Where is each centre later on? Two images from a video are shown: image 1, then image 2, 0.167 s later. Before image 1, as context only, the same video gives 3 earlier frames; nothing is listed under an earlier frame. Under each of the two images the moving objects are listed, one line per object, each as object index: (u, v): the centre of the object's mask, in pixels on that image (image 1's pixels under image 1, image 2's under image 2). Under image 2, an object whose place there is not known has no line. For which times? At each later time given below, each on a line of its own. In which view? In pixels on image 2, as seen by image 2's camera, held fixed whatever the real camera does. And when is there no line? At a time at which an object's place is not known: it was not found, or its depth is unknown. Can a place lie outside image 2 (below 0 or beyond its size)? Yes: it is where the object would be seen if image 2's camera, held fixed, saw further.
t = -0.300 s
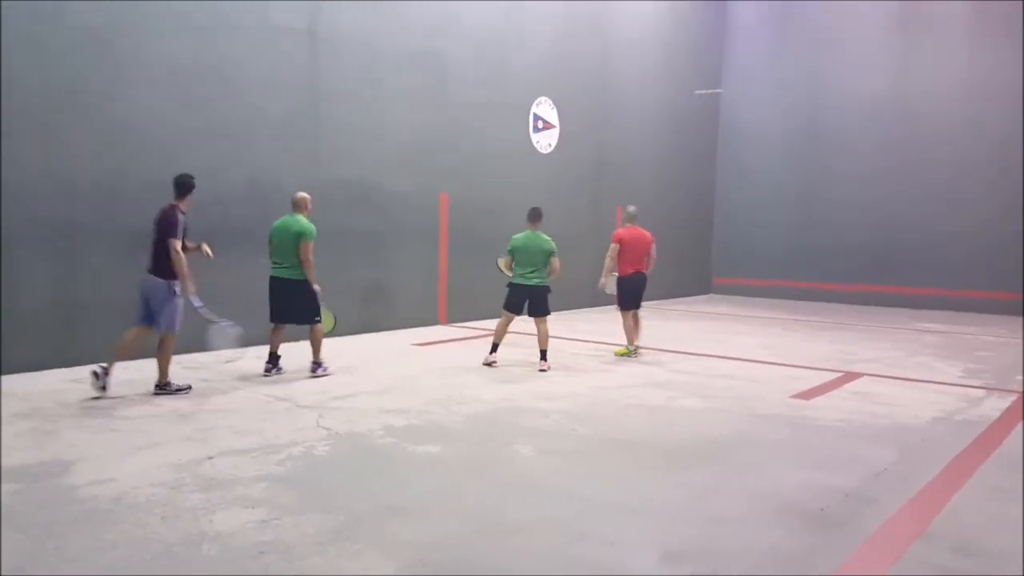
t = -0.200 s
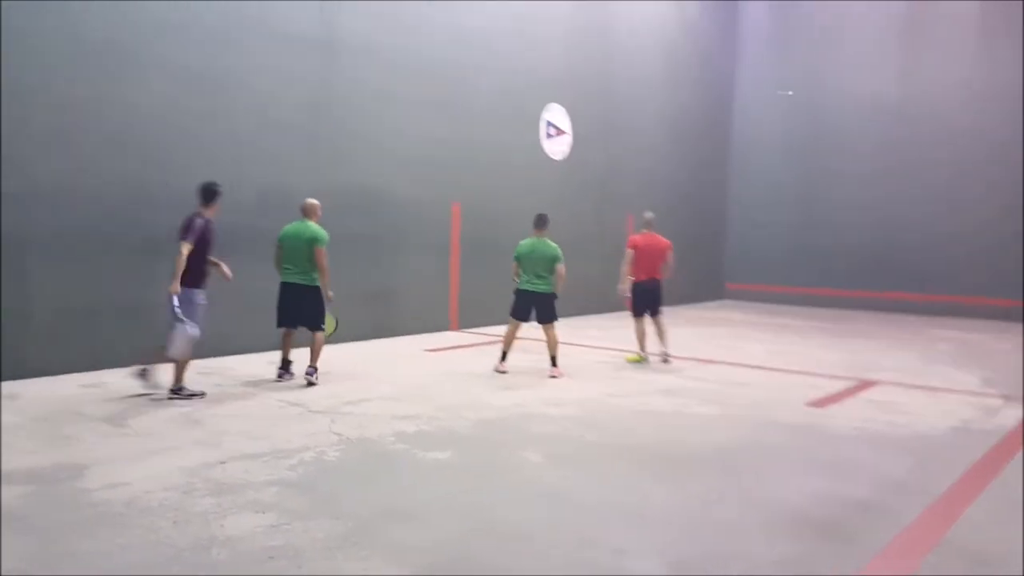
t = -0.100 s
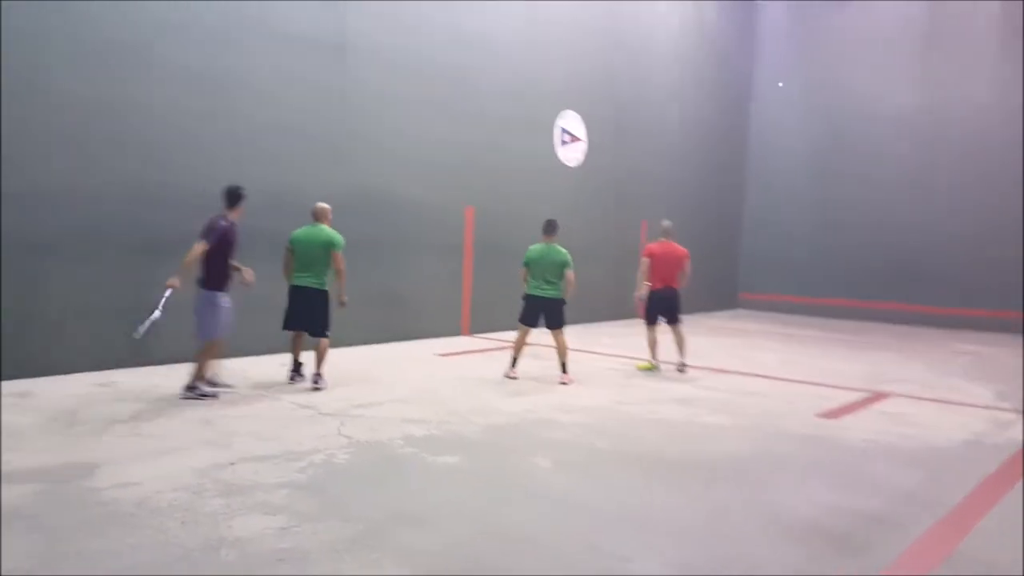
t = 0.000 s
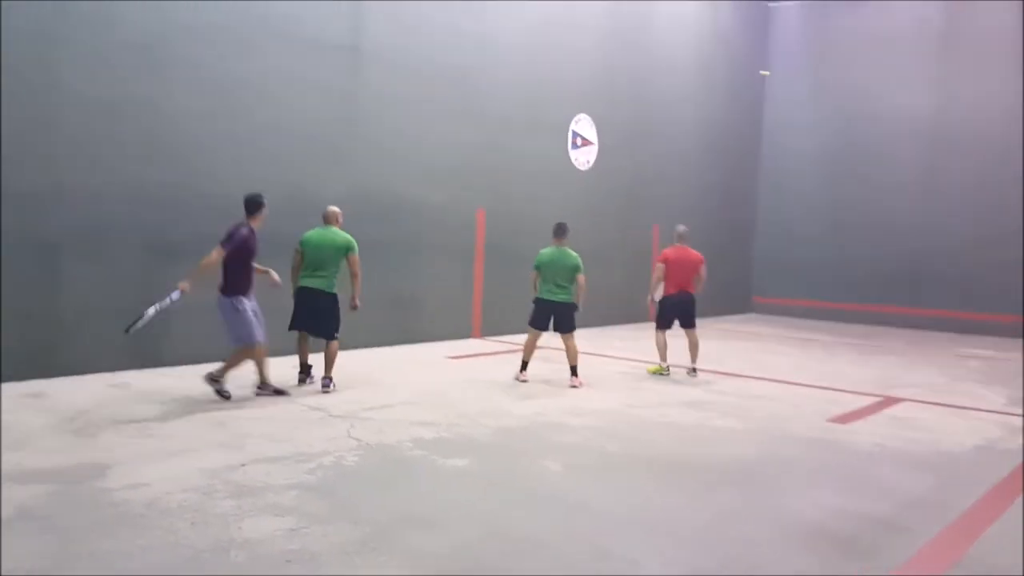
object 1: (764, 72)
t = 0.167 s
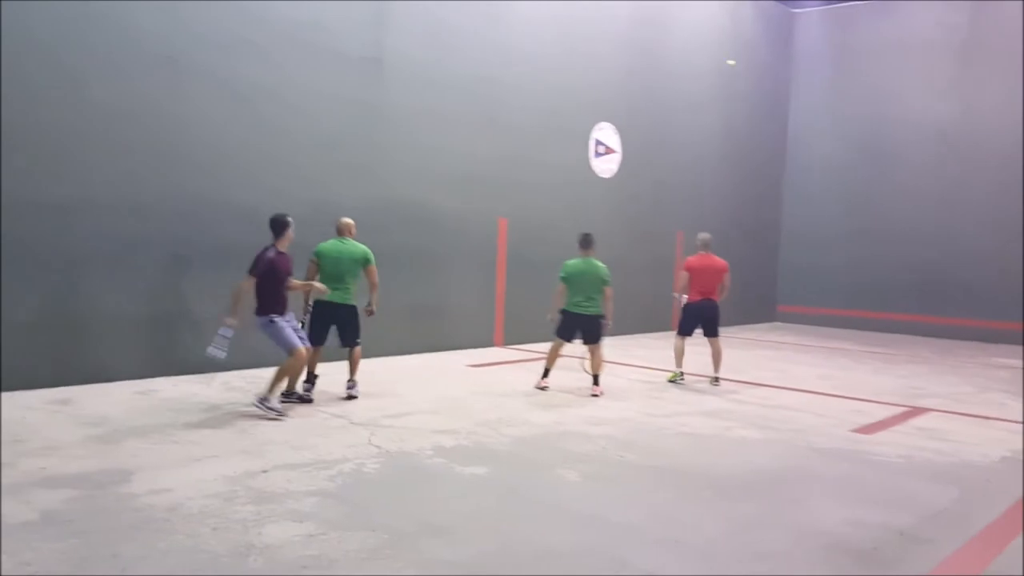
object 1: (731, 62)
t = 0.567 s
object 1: (532, 94)
